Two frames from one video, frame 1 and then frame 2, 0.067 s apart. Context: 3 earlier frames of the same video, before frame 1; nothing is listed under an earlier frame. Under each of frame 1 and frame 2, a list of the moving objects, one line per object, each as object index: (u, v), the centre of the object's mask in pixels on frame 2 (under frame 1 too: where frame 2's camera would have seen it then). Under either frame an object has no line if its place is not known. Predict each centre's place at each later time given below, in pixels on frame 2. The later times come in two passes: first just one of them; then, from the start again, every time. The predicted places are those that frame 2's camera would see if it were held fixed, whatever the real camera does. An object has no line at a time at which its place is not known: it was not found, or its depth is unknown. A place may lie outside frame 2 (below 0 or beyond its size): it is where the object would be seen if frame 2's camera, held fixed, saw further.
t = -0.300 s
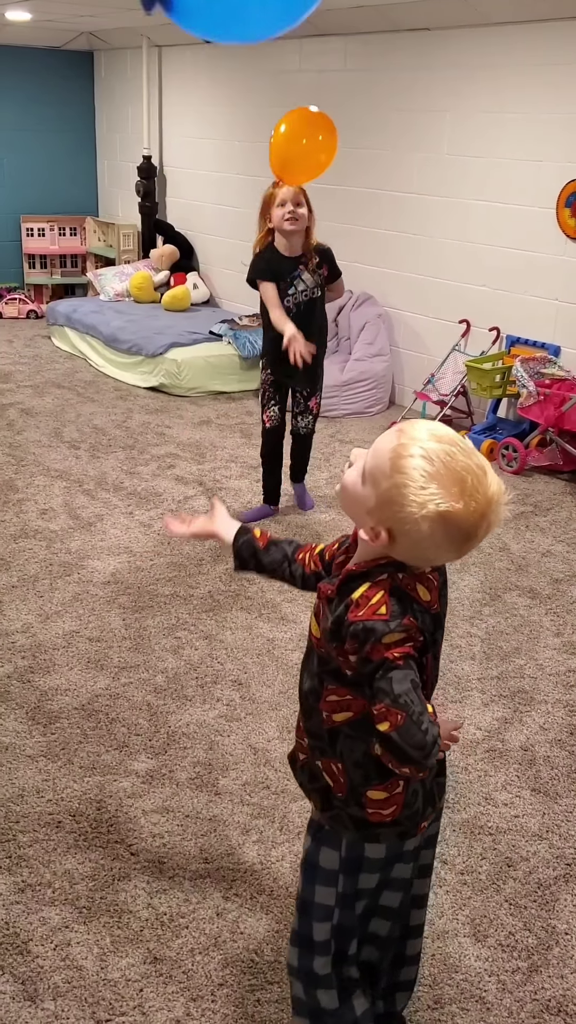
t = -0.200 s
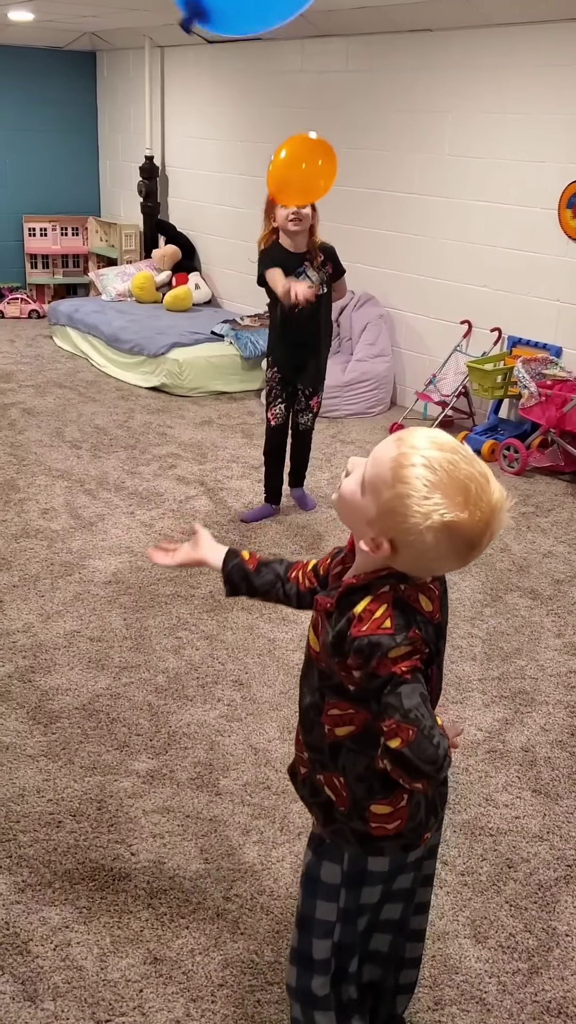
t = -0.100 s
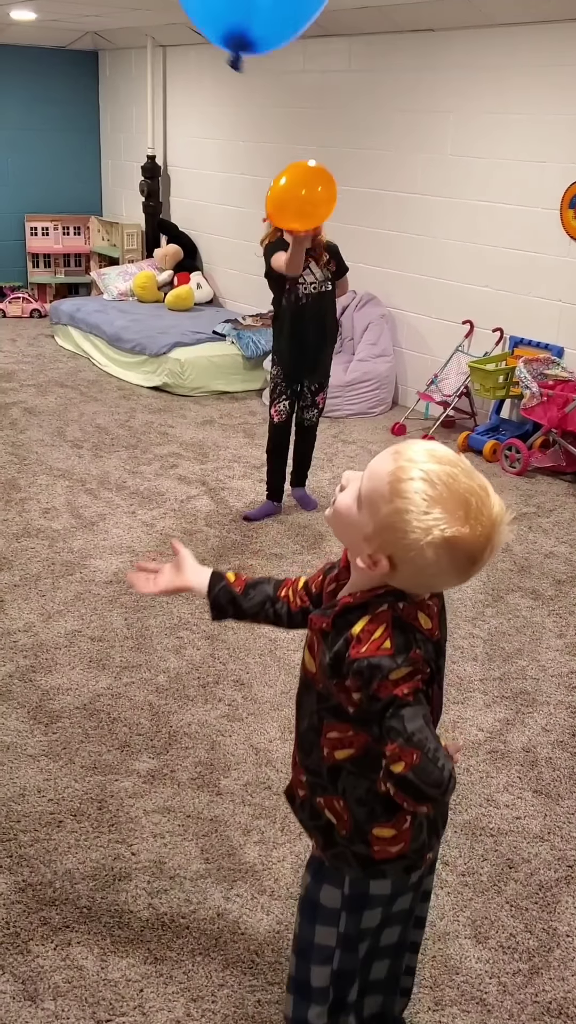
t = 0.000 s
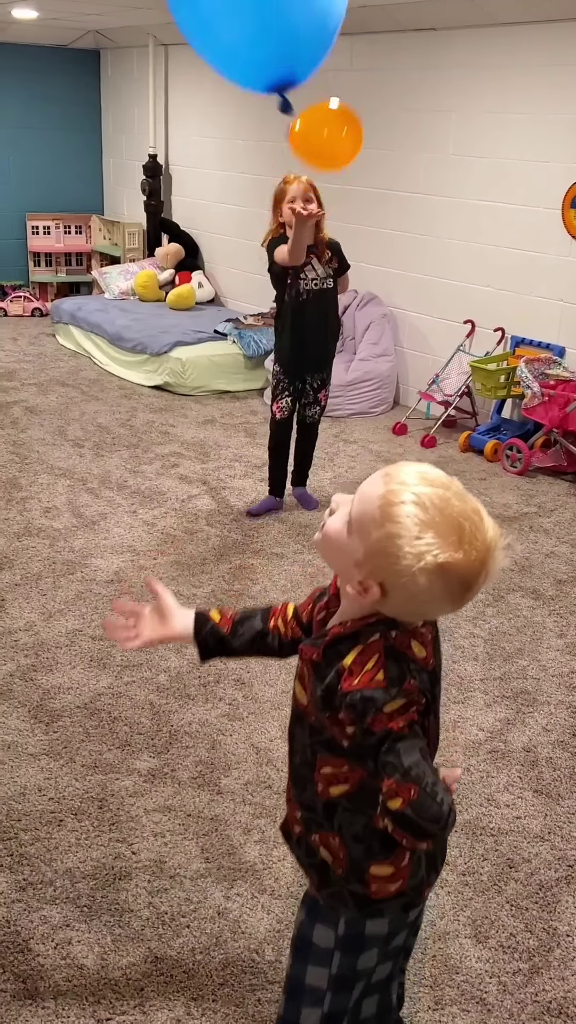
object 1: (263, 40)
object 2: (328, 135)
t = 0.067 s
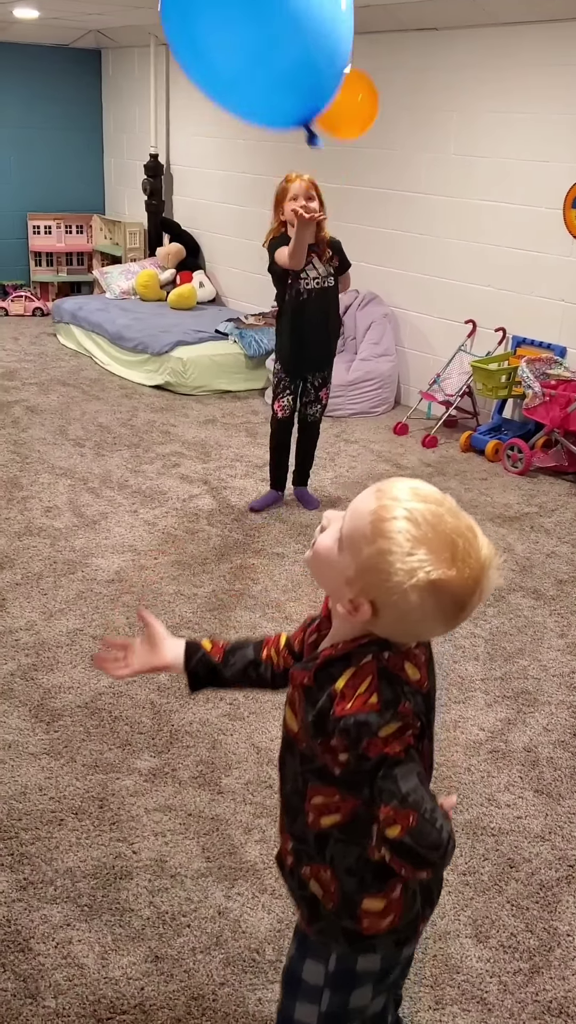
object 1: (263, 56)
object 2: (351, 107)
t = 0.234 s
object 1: (261, 149)
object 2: (377, 40)
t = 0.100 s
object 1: (263, 66)
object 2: (364, 92)
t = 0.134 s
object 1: (262, 79)
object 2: (370, 73)
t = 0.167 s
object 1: (262, 94)
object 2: (370, 58)
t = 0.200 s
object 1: (262, 117)
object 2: (371, 49)
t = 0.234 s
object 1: (261, 149)
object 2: (377, 40)
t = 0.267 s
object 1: (260, 183)
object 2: (383, 35)
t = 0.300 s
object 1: (260, 219)
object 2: (388, 31)
